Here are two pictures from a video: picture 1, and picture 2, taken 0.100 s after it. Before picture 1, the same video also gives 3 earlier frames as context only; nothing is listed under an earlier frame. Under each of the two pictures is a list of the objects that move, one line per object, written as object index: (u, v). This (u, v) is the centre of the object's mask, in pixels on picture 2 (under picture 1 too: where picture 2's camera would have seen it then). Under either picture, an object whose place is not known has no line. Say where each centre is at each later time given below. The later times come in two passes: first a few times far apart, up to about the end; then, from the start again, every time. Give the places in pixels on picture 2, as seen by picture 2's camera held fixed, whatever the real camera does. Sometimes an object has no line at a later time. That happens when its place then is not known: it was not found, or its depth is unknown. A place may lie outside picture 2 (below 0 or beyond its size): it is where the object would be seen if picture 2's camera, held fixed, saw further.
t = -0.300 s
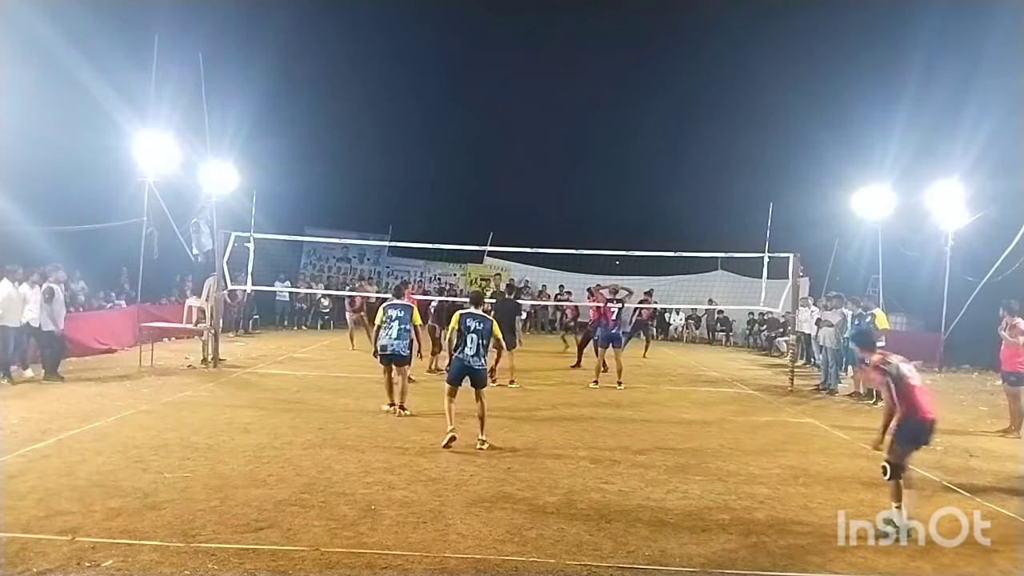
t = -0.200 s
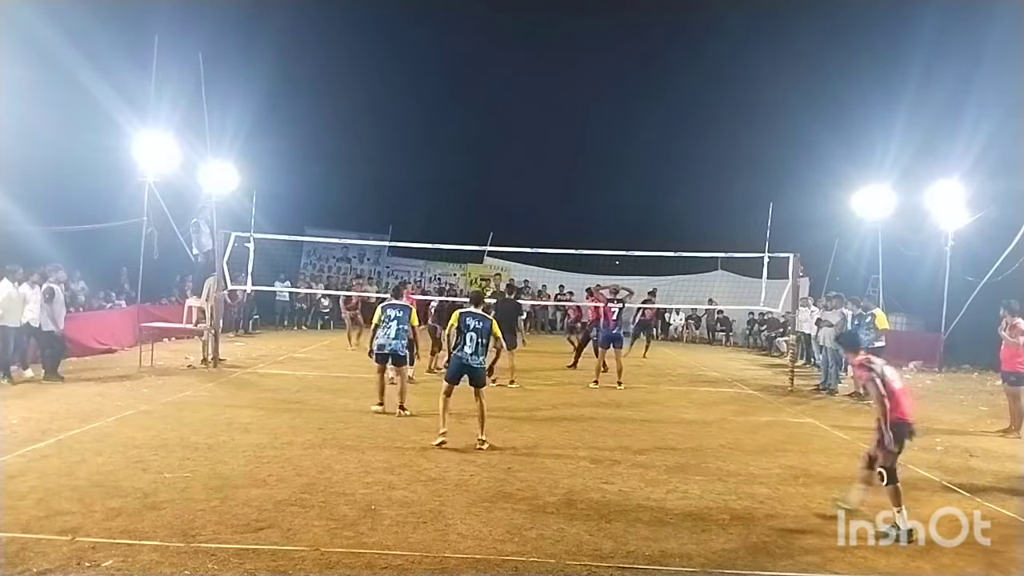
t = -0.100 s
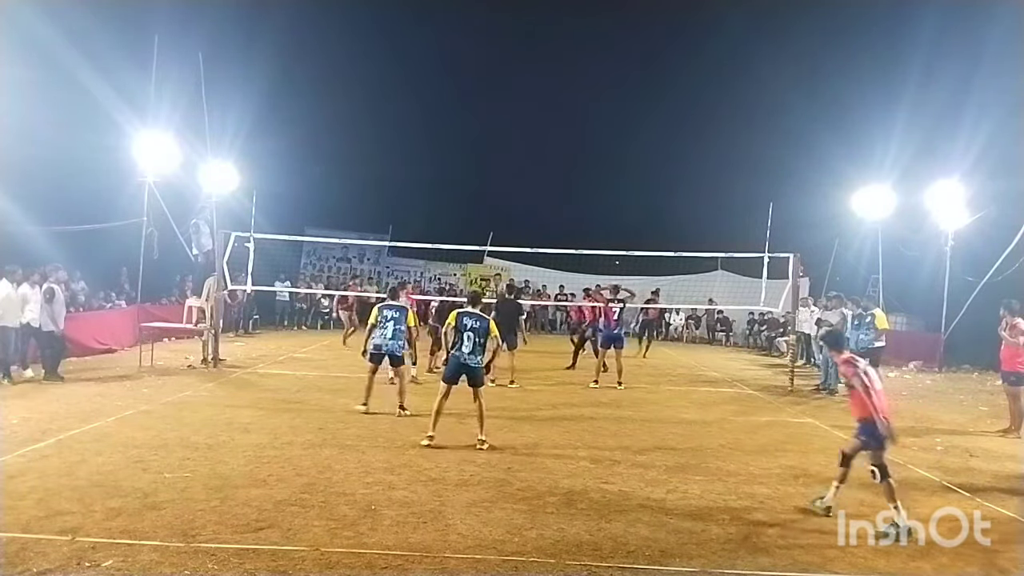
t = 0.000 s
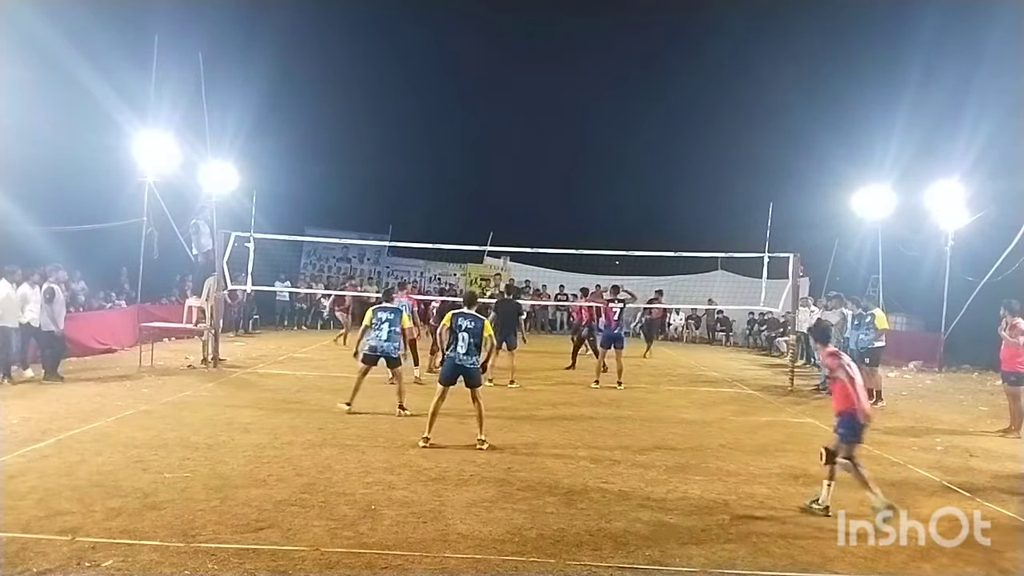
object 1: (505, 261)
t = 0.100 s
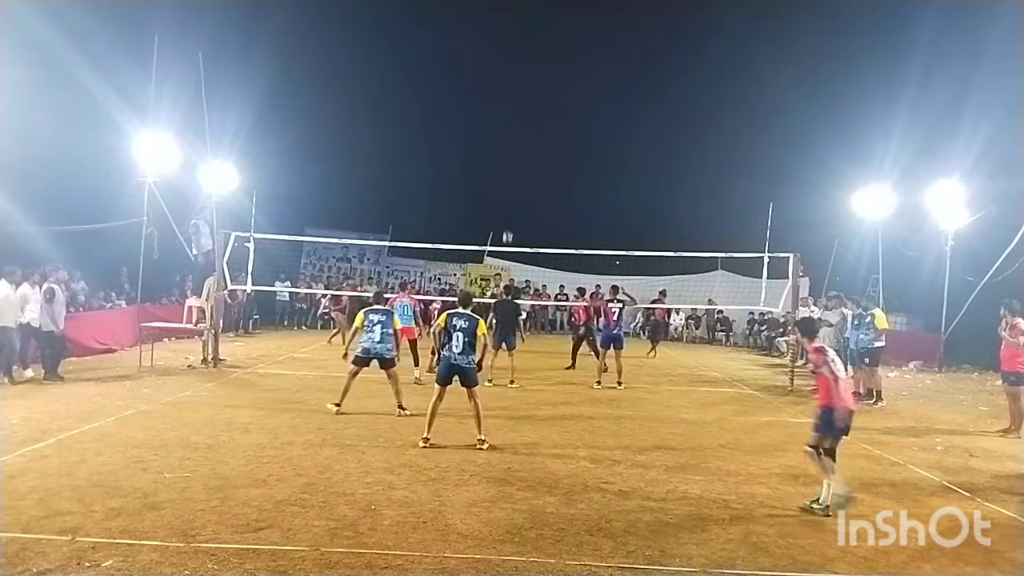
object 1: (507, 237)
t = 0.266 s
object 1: (511, 205)
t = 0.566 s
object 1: (518, 170)
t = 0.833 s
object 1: (524, 171)
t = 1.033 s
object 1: (529, 193)
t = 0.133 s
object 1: (508, 230)
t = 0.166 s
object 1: (509, 223)
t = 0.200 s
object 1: (510, 216)
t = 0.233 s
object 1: (511, 210)
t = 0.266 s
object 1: (511, 205)
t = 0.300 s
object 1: (512, 199)
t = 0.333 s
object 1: (513, 193)
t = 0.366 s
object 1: (514, 189)
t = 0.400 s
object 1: (514, 185)
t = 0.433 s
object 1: (515, 180)
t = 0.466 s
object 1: (516, 178)
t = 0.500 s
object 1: (517, 175)
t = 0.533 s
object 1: (518, 172)
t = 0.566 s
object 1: (518, 170)
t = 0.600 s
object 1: (519, 168)
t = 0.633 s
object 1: (520, 167)
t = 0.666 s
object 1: (520, 166)
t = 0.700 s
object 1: (521, 166)
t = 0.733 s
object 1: (522, 167)
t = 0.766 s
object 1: (523, 167)
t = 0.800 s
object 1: (524, 169)
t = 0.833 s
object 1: (524, 171)
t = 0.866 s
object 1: (525, 173)
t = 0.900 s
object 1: (526, 175)
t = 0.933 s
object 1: (527, 179)
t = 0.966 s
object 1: (527, 183)
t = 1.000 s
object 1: (529, 188)
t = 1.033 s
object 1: (529, 193)
